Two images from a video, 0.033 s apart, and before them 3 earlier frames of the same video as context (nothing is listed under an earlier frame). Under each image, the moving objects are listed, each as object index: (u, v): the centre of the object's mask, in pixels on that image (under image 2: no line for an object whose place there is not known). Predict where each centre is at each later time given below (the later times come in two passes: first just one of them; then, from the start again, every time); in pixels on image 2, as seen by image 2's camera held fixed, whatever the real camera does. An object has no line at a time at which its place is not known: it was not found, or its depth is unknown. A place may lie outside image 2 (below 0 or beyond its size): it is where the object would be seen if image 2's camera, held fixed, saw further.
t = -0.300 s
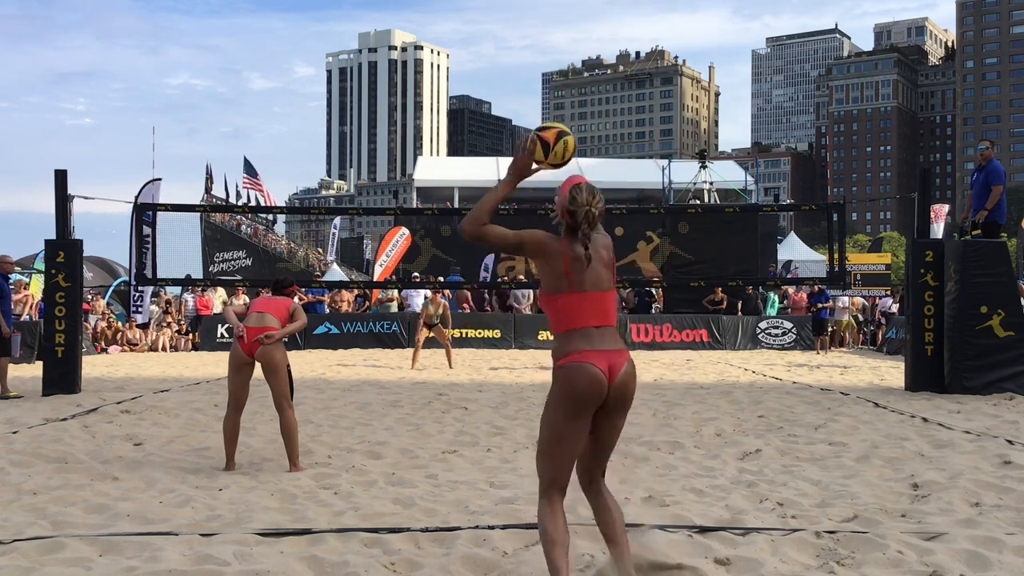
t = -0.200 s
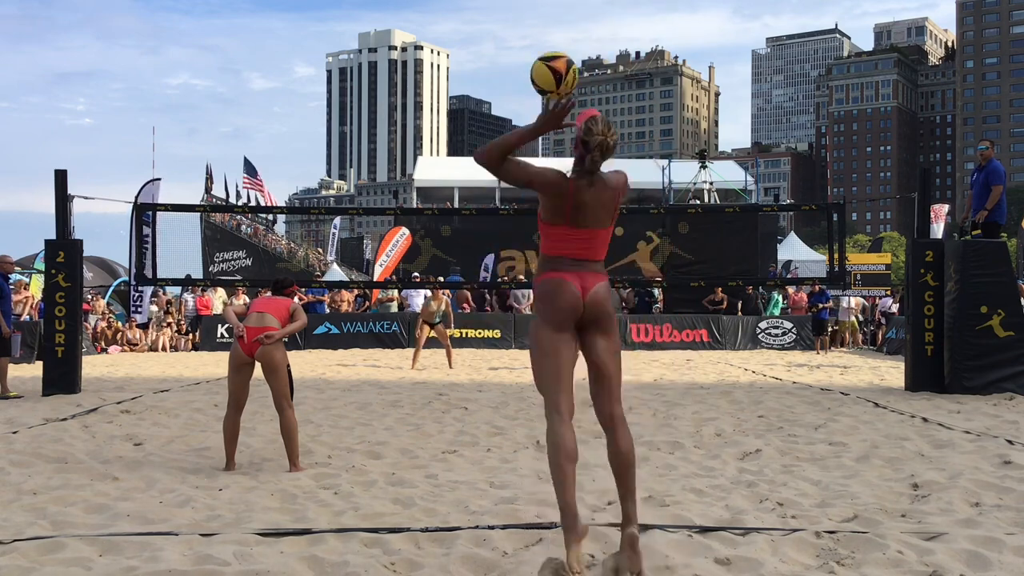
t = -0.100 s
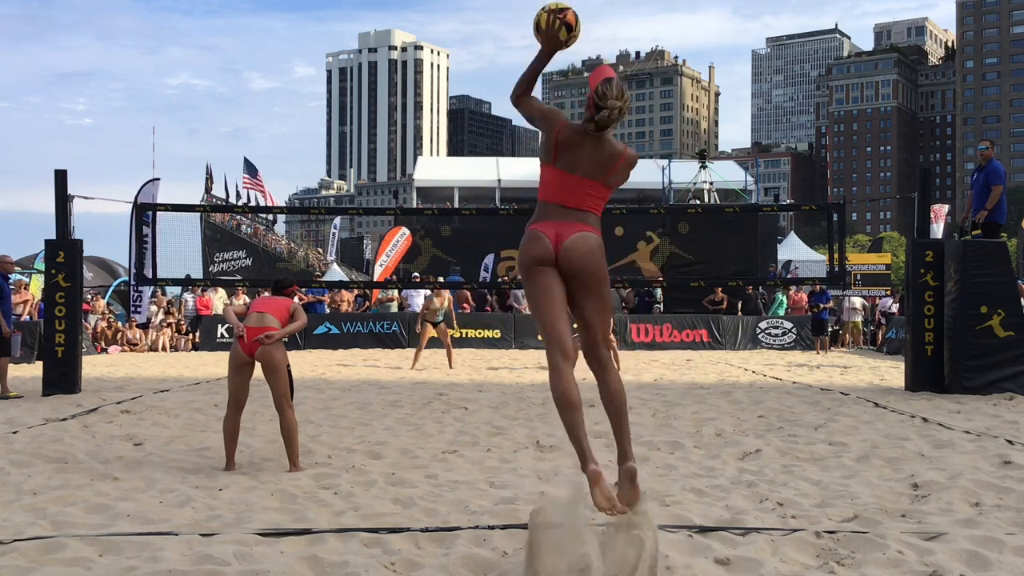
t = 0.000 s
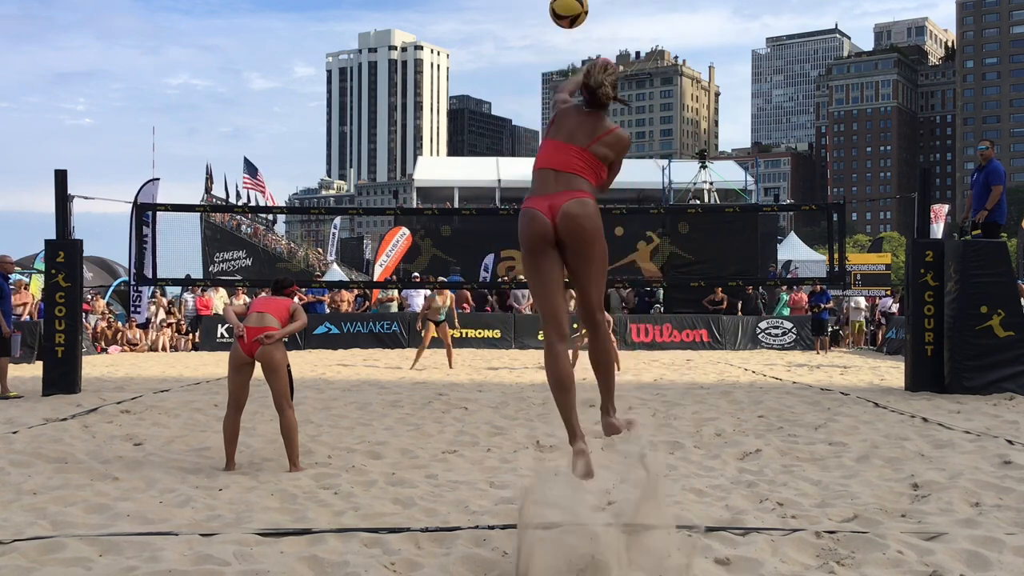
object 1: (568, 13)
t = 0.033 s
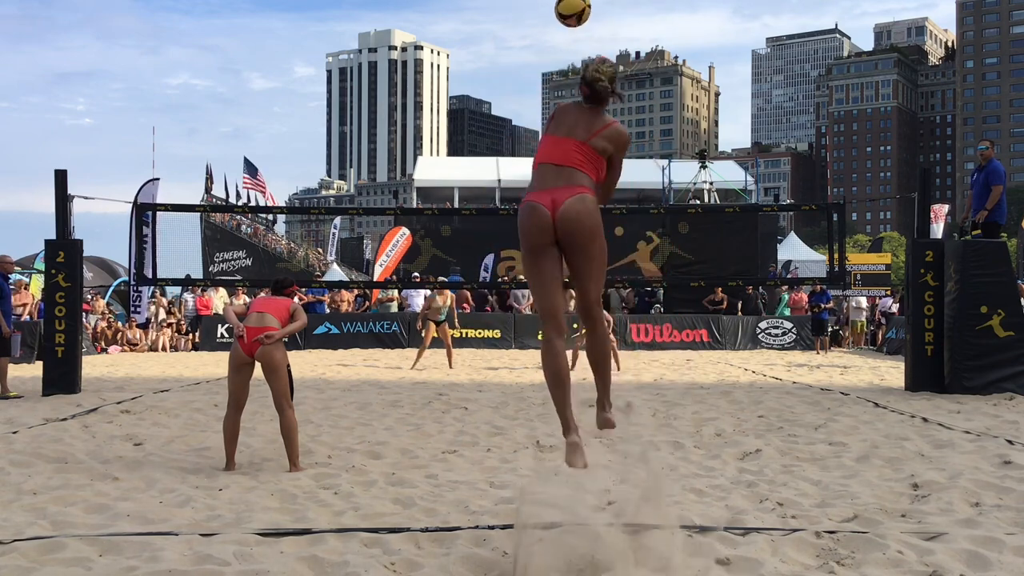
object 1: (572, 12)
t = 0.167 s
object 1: (585, 22)
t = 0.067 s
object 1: (576, 13)
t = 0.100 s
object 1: (579, 14)
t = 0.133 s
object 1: (582, 17)
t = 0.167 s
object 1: (585, 22)
